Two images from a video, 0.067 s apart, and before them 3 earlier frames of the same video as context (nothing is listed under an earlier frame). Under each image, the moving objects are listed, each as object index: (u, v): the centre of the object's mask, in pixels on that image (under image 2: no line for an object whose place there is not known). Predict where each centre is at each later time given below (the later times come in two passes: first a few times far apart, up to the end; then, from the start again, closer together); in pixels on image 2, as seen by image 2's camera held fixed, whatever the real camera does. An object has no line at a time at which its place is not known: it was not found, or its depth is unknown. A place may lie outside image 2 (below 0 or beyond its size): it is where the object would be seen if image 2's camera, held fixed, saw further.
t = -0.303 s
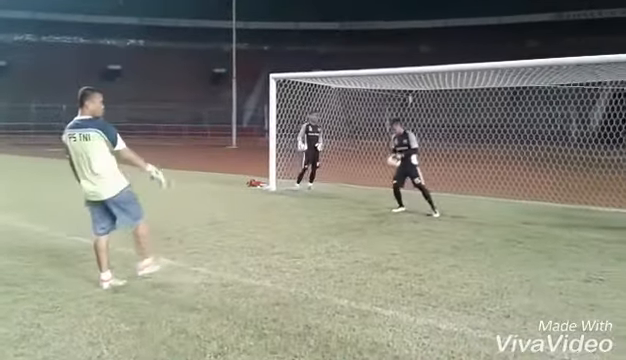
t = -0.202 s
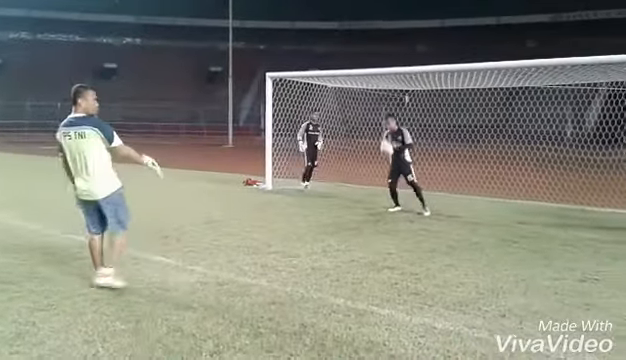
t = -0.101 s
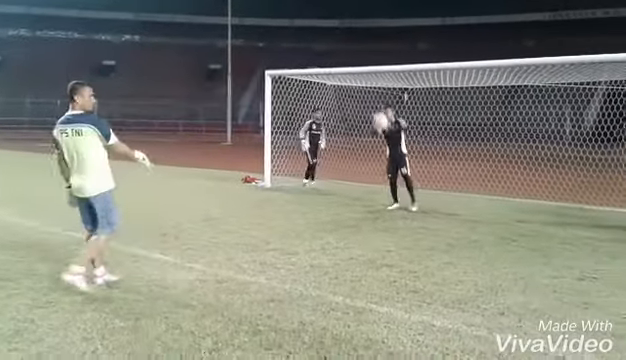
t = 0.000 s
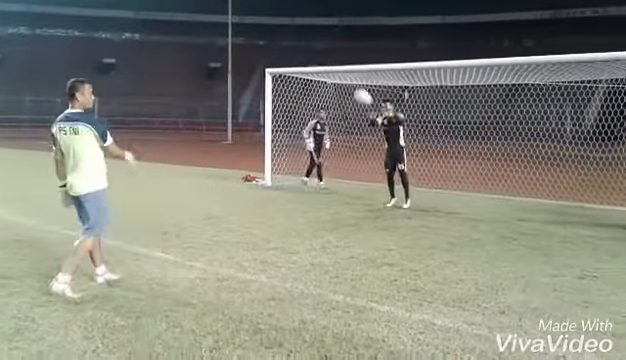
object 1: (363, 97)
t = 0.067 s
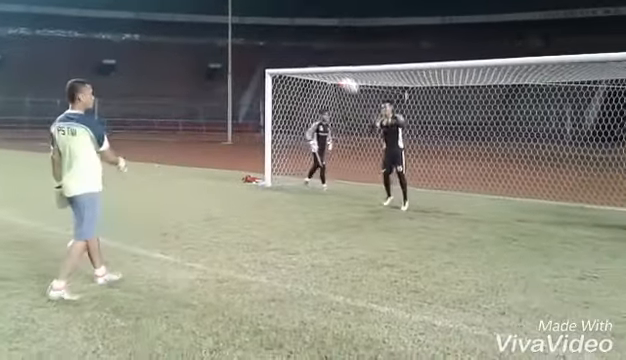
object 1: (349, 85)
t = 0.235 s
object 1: (306, 61)
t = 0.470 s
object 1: (229, 58)
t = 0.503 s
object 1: (215, 61)
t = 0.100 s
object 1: (342, 79)
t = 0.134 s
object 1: (334, 75)
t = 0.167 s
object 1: (325, 68)
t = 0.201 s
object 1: (315, 63)
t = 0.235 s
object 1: (306, 61)
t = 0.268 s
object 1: (297, 58)
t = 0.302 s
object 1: (287, 57)
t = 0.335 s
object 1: (277, 55)
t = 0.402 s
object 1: (254, 55)
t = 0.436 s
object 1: (243, 56)
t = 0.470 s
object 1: (229, 58)
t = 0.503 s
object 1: (215, 61)
